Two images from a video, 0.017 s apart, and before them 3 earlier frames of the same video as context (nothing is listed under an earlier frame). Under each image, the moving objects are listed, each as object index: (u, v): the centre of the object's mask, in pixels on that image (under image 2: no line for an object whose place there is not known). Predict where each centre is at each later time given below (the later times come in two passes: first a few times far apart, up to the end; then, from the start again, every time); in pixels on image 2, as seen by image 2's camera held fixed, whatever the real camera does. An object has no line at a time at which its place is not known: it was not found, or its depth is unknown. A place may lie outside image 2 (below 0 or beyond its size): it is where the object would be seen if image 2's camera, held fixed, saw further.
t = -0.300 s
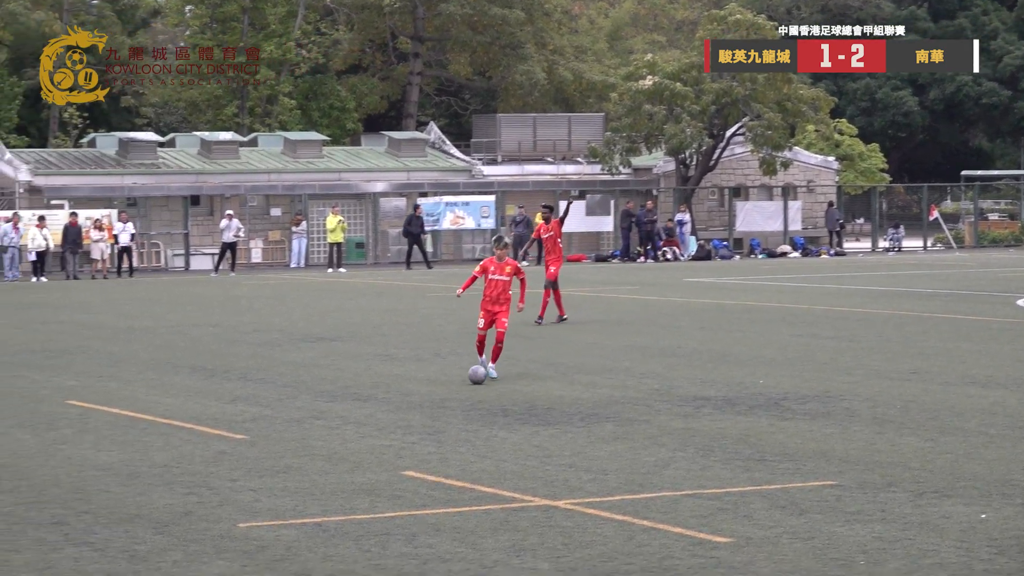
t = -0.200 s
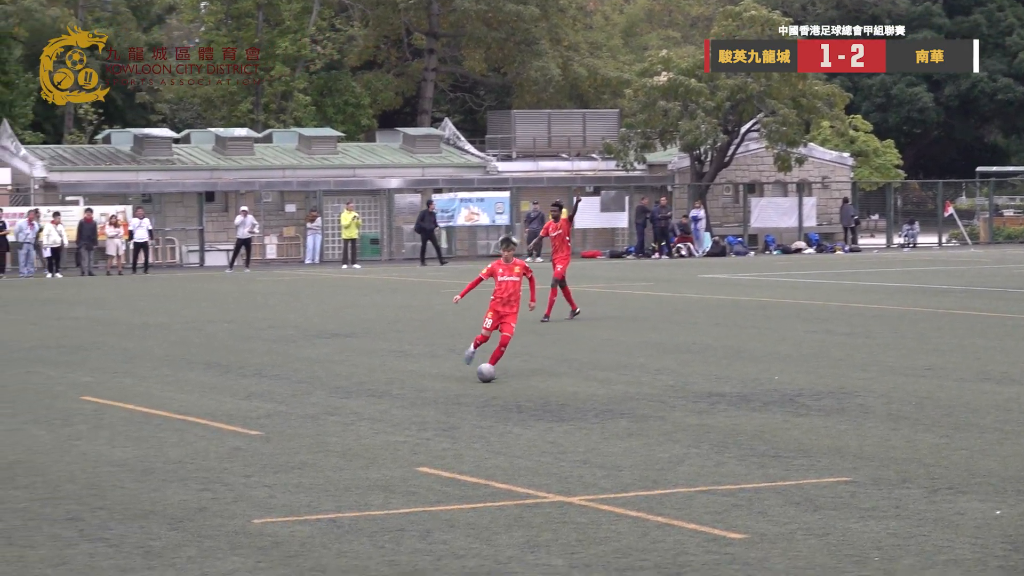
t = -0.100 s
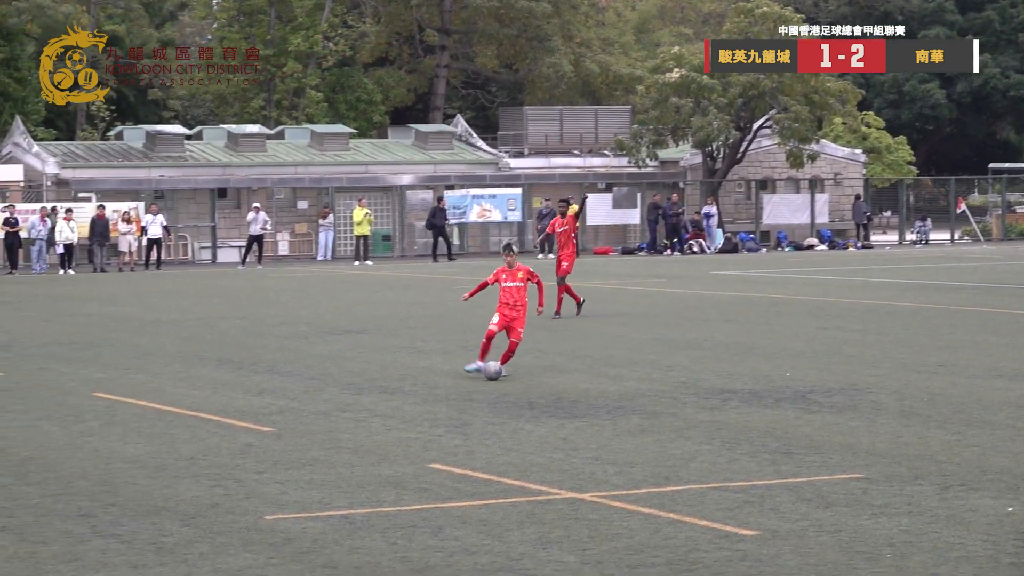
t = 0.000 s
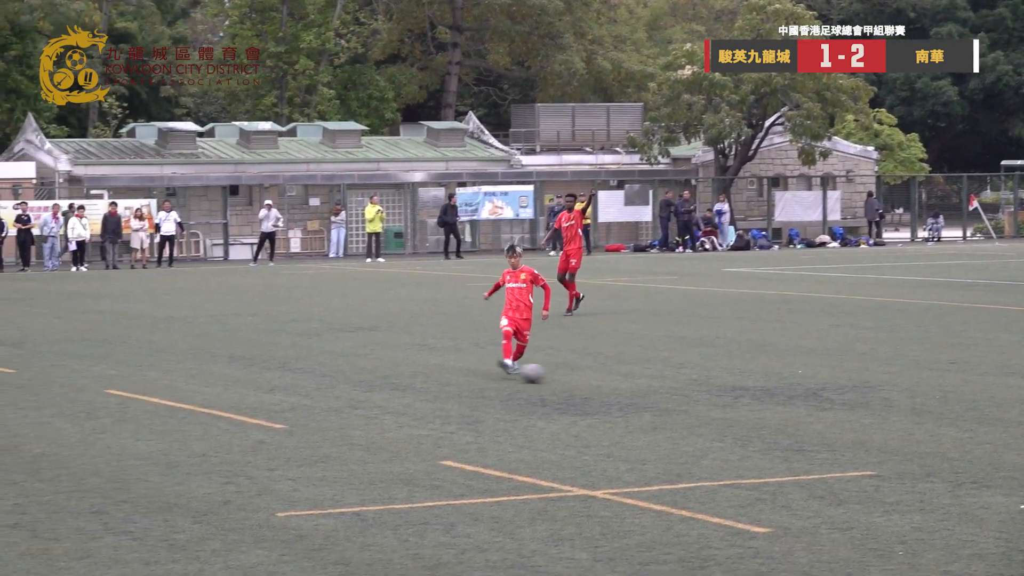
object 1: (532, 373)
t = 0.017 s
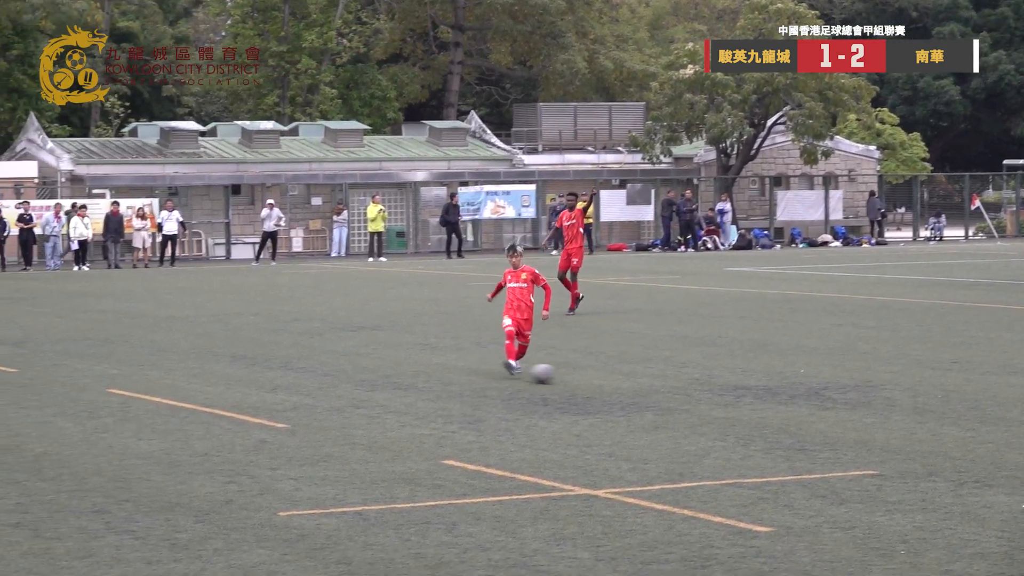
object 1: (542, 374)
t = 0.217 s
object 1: (642, 390)
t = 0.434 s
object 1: (756, 410)
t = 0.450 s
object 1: (764, 411)
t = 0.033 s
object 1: (550, 375)
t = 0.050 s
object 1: (558, 376)
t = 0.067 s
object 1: (567, 378)
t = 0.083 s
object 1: (575, 379)
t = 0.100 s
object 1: (583, 380)
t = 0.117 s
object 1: (591, 381)
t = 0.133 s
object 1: (600, 381)
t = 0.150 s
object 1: (608, 383)
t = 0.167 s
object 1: (616, 384)
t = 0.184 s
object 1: (624, 386)
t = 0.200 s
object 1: (634, 388)
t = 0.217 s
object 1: (642, 390)
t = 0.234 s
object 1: (650, 391)
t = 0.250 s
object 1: (659, 392)
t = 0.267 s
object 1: (668, 393)
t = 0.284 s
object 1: (676, 394)
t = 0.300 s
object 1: (685, 396)
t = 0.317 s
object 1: (693, 398)
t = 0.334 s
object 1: (703, 400)
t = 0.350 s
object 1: (711, 402)
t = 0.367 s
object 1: (720, 403)
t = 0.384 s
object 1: (729, 404)
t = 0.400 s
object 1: (737, 406)
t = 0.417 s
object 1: (746, 407)
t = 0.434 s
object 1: (756, 410)
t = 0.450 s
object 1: (764, 411)
